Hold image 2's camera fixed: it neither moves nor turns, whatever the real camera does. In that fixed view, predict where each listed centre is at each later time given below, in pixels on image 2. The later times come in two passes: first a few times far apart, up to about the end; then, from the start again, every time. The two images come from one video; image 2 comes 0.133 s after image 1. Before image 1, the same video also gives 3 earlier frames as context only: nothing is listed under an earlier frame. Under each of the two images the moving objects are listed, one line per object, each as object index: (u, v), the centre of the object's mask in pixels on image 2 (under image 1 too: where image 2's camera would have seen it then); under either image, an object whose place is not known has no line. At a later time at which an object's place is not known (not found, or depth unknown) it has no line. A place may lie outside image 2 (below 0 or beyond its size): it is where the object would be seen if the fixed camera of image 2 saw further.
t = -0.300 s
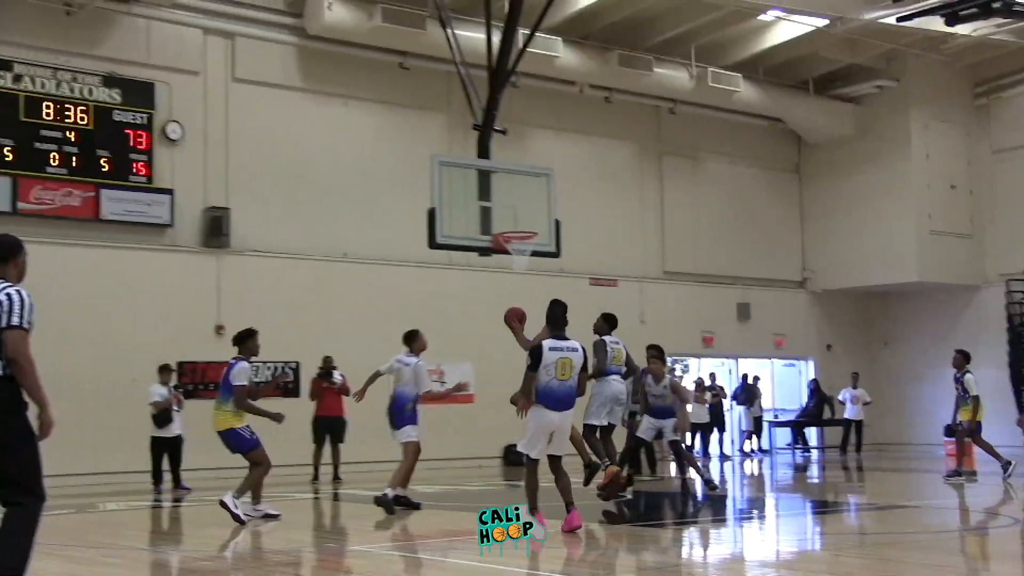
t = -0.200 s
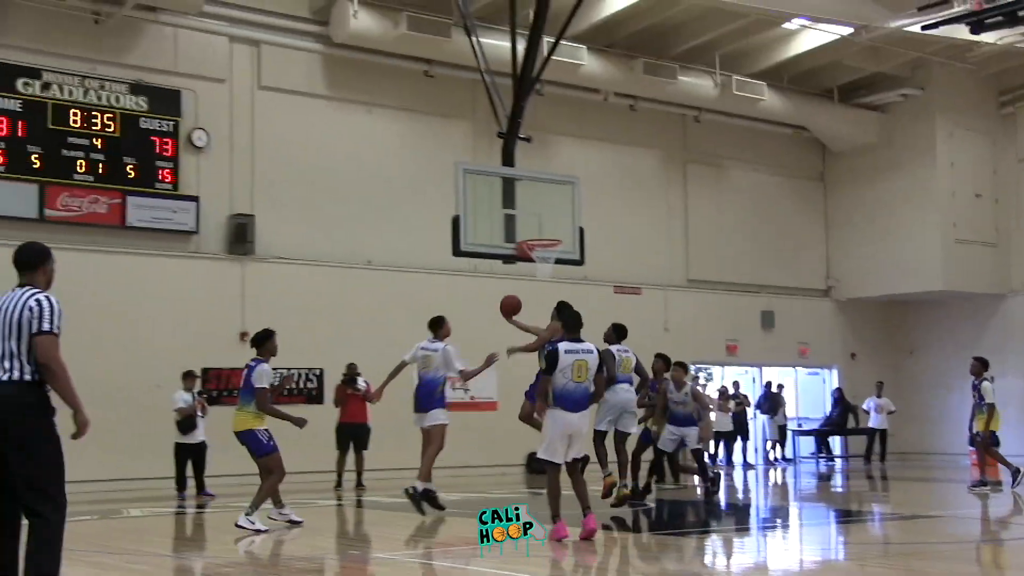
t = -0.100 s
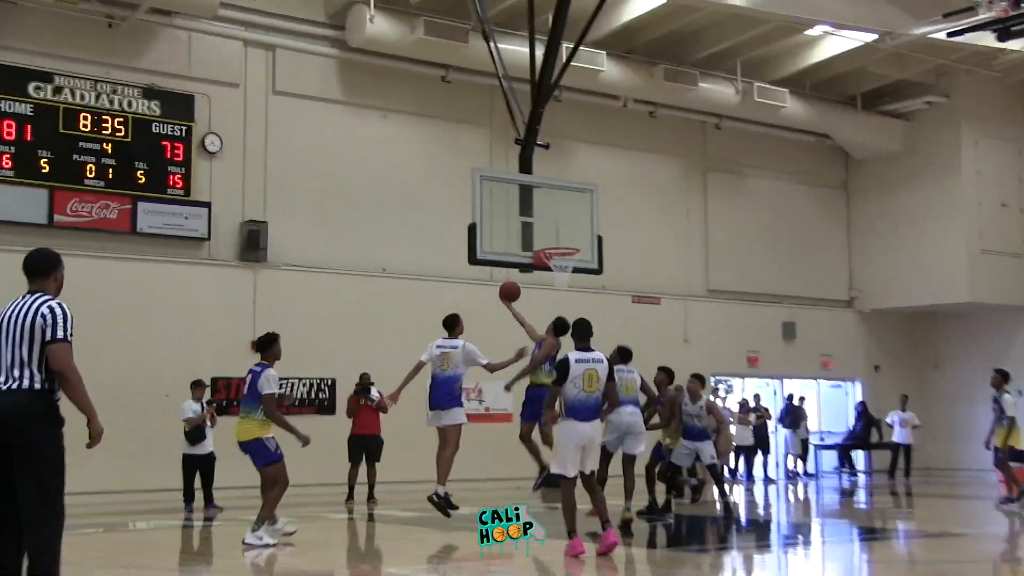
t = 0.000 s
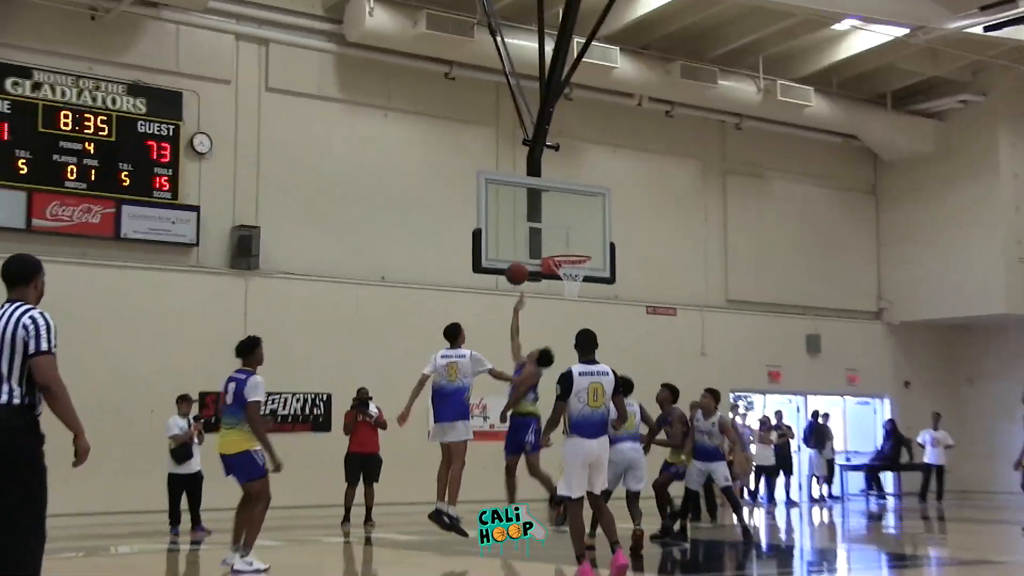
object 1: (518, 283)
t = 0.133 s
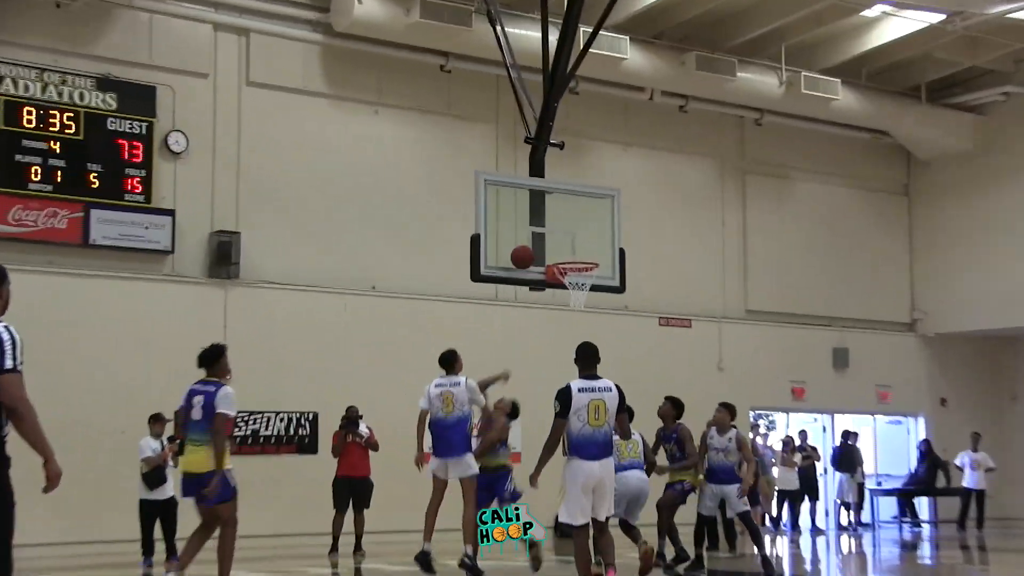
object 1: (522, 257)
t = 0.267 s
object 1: (542, 244)
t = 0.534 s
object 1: (584, 262)
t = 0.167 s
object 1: (523, 254)
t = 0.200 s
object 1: (528, 250)
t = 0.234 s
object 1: (535, 247)
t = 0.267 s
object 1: (542, 244)
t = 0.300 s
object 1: (548, 243)
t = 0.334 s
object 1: (555, 243)
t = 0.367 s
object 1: (561, 244)
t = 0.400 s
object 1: (567, 246)
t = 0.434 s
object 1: (573, 249)
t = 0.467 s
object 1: (580, 252)
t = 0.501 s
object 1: (586, 255)
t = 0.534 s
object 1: (584, 262)
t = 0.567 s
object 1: (577, 264)
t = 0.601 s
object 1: (570, 268)
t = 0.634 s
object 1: (564, 272)
